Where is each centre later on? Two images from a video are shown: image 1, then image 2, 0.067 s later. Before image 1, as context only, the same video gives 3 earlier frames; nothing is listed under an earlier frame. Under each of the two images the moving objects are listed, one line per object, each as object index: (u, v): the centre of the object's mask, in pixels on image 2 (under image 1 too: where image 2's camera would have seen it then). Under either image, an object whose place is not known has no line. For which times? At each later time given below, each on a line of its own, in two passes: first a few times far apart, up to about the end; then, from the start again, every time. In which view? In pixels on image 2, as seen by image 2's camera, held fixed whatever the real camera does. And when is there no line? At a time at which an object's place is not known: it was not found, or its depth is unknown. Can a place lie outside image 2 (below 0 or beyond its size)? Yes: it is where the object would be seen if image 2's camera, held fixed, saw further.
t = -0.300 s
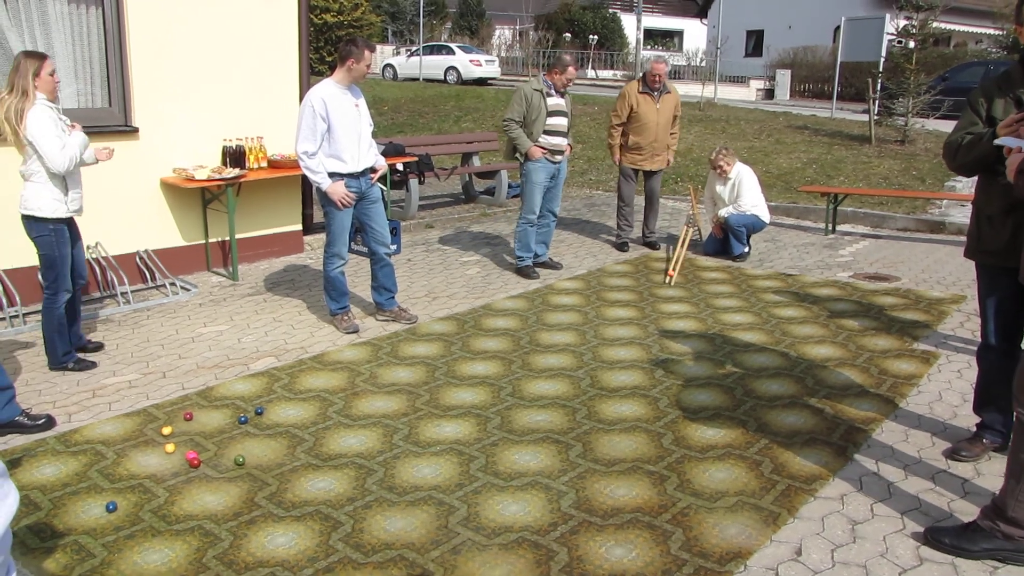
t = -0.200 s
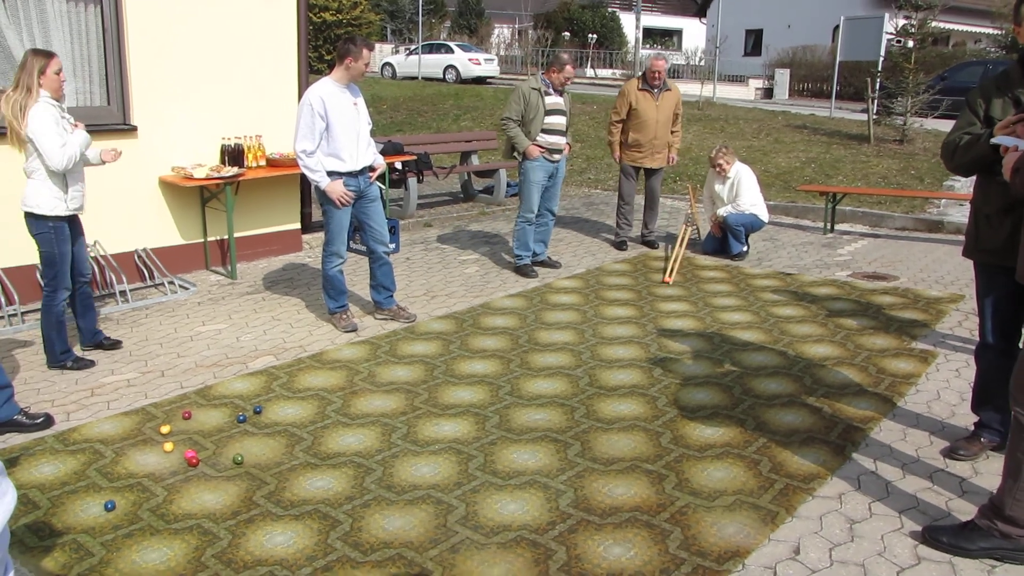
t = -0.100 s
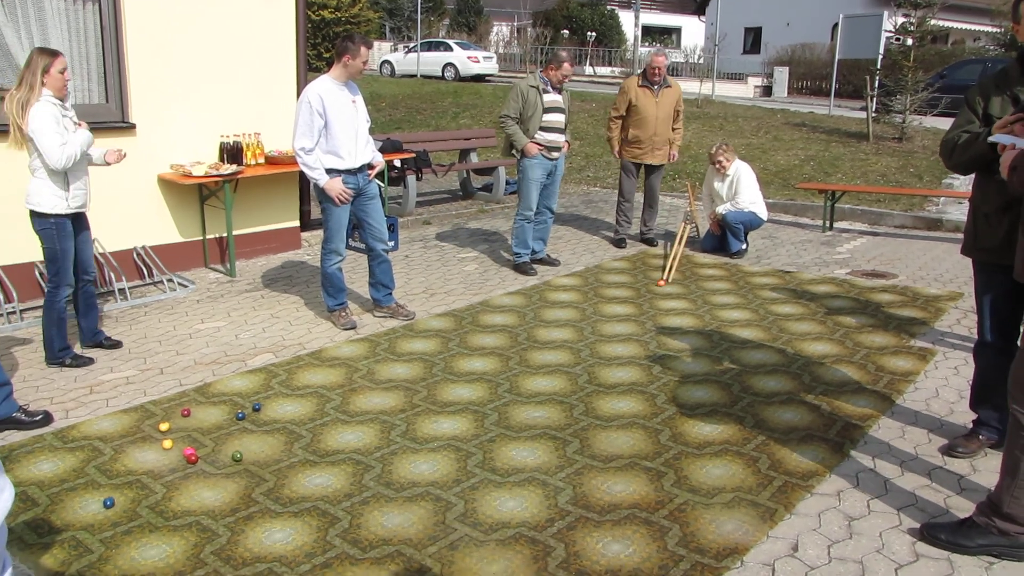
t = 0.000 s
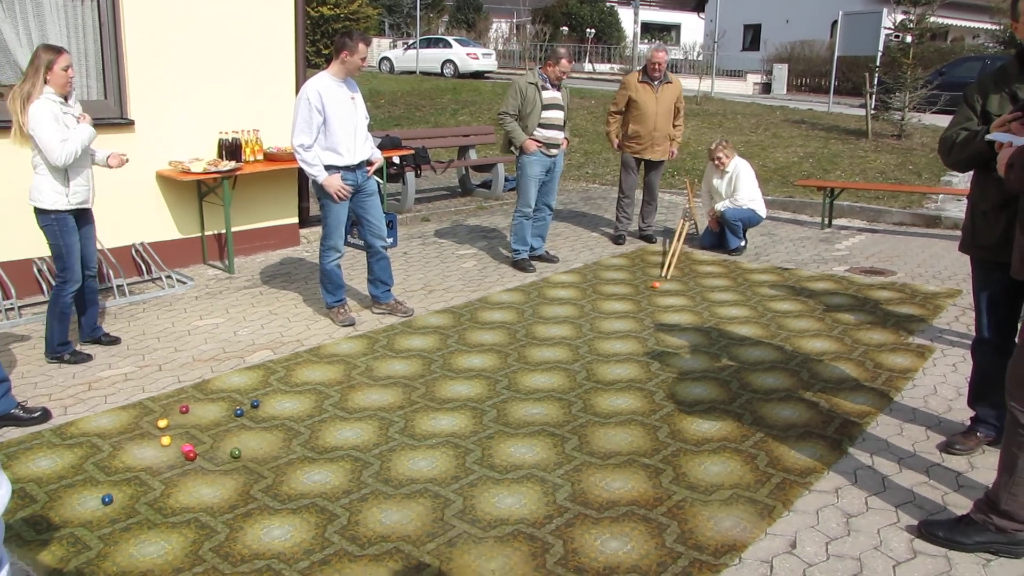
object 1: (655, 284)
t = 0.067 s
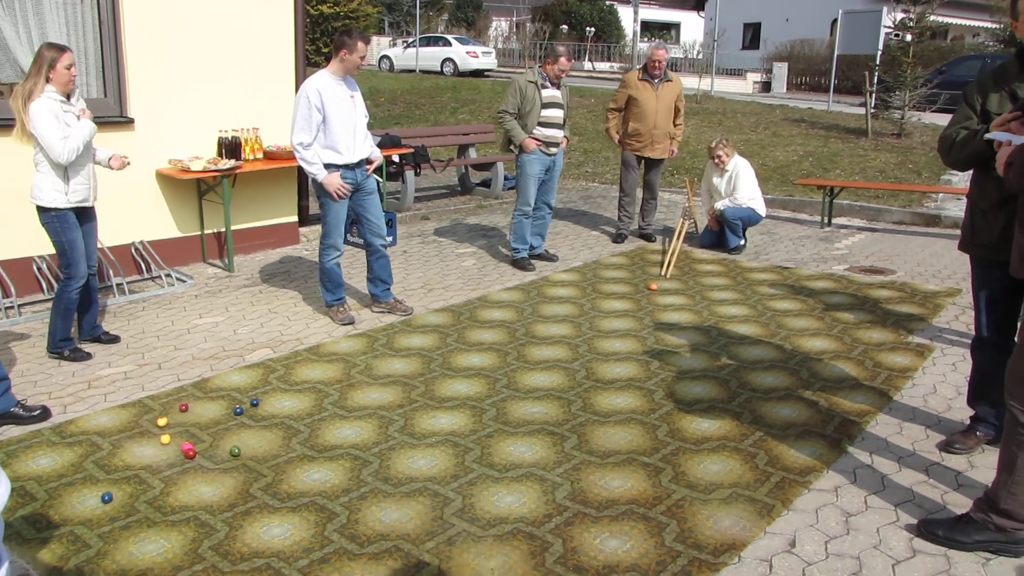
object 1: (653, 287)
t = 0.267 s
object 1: (647, 298)
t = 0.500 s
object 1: (640, 312)
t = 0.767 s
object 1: (626, 328)
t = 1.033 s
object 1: (609, 344)
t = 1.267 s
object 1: (592, 359)
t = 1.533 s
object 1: (570, 377)
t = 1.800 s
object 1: (547, 396)
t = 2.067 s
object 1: (525, 414)
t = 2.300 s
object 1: (503, 430)
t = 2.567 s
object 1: (478, 448)
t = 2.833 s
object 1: (451, 466)
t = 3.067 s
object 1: (425, 480)
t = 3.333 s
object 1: (395, 495)
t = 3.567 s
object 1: (370, 505)
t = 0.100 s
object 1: (652, 289)
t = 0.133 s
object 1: (651, 291)
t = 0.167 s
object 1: (650, 292)
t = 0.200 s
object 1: (649, 294)
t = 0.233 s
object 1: (648, 296)
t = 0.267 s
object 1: (647, 298)
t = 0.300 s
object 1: (647, 300)
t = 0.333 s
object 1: (645, 302)
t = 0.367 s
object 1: (645, 303)
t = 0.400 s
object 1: (643, 305)
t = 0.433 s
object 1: (642, 307)
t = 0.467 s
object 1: (641, 309)
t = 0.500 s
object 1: (640, 312)
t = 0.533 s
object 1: (638, 314)
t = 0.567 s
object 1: (637, 316)
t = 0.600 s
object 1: (635, 317)
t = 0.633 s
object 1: (633, 319)
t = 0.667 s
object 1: (632, 321)
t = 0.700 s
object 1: (630, 323)
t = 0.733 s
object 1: (628, 326)
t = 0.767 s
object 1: (626, 328)
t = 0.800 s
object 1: (624, 329)
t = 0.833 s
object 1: (622, 332)
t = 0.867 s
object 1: (621, 333)
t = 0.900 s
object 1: (618, 336)
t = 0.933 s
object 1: (616, 337)
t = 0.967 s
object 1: (614, 339)
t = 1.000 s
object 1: (611, 341)
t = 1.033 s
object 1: (609, 344)
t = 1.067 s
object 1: (606, 346)
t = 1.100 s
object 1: (605, 348)
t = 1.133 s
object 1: (602, 351)
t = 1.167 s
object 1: (600, 352)
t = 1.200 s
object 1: (597, 355)
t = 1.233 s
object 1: (594, 357)
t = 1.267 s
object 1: (592, 359)
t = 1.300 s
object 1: (589, 361)
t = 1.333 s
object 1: (586, 363)
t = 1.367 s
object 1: (584, 365)
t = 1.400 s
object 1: (581, 368)
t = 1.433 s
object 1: (578, 370)
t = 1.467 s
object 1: (575, 372)
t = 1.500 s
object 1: (573, 375)
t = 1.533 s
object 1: (570, 377)
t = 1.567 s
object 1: (567, 380)
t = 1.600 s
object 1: (565, 382)
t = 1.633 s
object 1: (561, 385)
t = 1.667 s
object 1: (559, 387)
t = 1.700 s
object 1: (556, 389)
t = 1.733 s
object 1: (553, 392)
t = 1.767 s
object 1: (550, 393)
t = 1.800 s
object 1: (547, 396)
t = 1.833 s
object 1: (544, 398)
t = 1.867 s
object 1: (542, 400)
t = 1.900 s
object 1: (539, 403)
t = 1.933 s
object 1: (536, 405)
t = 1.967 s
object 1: (533, 407)
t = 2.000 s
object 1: (530, 410)
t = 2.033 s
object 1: (527, 412)
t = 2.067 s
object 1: (525, 414)
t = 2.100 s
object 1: (521, 416)
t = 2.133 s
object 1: (518, 419)
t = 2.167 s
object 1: (515, 421)
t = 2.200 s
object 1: (512, 423)
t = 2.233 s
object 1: (510, 426)
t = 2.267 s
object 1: (506, 428)
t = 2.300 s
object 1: (503, 430)
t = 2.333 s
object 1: (500, 432)
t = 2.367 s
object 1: (497, 435)
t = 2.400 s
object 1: (494, 437)
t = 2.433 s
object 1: (491, 439)
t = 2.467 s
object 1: (487, 441)
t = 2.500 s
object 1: (484, 444)
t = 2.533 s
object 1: (481, 446)
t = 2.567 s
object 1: (478, 448)
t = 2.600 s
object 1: (475, 450)
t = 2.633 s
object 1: (471, 453)
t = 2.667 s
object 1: (467, 455)
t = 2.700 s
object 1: (464, 457)
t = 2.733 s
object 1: (461, 459)
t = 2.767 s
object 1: (458, 461)
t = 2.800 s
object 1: (454, 463)
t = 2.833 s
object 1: (451, 466)
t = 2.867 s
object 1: (447, 468)
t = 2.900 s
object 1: (443, 470)
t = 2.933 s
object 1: (439, 472)
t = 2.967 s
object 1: (436, 474)
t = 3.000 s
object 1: (432, 476)
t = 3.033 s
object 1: (428, 478)
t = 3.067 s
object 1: (425, 480)
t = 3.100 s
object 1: (421, 482)
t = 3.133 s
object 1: (417, 484)
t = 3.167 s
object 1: (413, 486)
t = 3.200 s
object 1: (410, 488)
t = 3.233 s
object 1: (406, 490)
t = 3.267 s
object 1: (403, 491)
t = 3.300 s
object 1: (399, 493)
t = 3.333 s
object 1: (395, 495)
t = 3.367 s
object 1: (391, 496)
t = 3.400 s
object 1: (387, 498)
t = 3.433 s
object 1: (384, 499)
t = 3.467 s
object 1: (380, 501)
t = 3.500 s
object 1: (376, 502)
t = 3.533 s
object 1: (373, 504)
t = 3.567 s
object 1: (370, 505)
